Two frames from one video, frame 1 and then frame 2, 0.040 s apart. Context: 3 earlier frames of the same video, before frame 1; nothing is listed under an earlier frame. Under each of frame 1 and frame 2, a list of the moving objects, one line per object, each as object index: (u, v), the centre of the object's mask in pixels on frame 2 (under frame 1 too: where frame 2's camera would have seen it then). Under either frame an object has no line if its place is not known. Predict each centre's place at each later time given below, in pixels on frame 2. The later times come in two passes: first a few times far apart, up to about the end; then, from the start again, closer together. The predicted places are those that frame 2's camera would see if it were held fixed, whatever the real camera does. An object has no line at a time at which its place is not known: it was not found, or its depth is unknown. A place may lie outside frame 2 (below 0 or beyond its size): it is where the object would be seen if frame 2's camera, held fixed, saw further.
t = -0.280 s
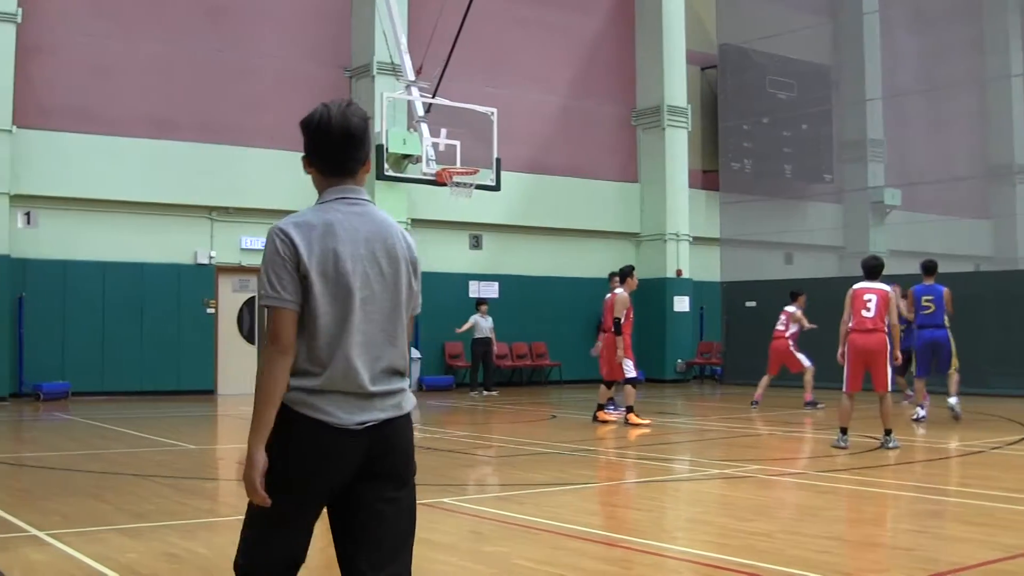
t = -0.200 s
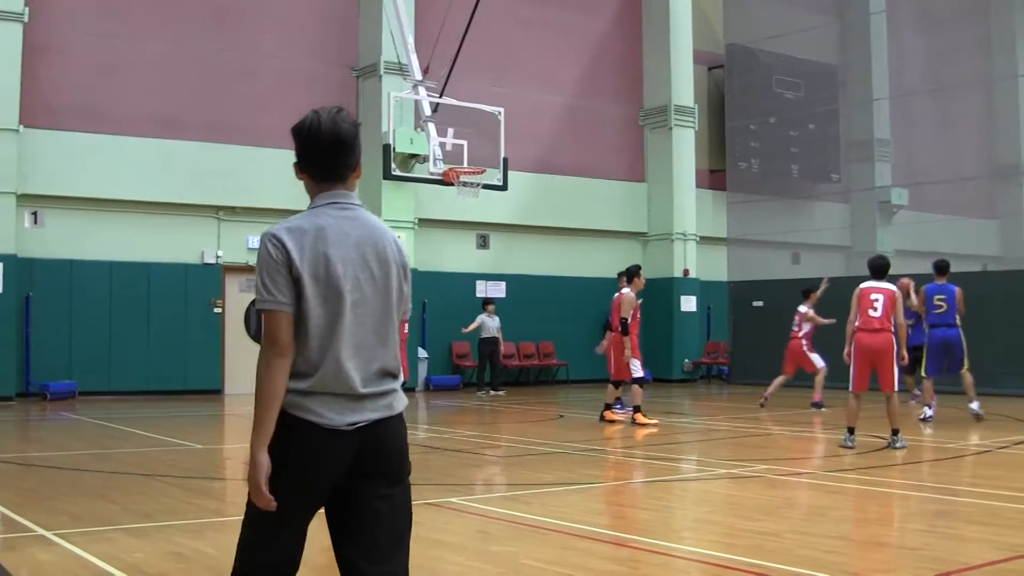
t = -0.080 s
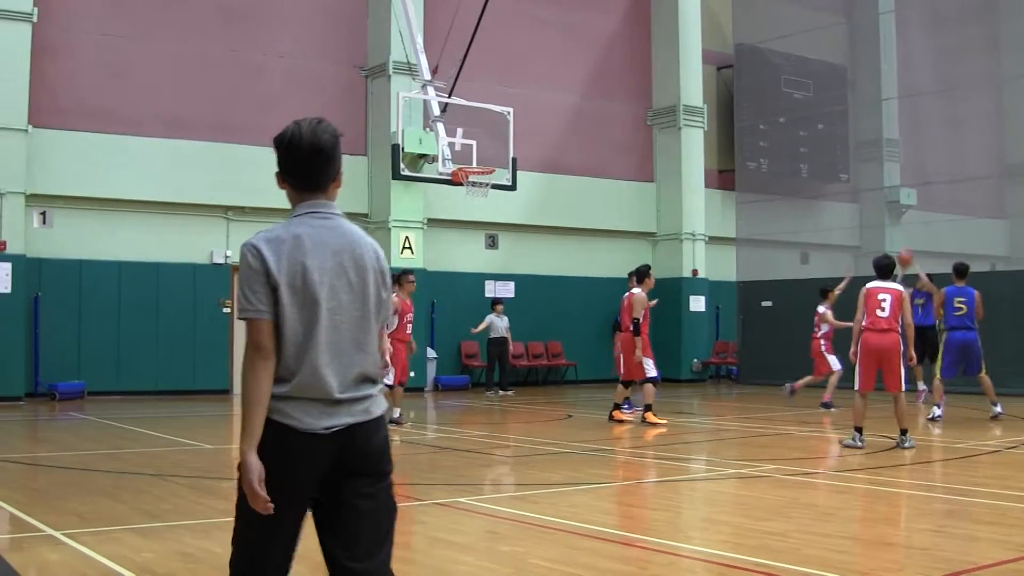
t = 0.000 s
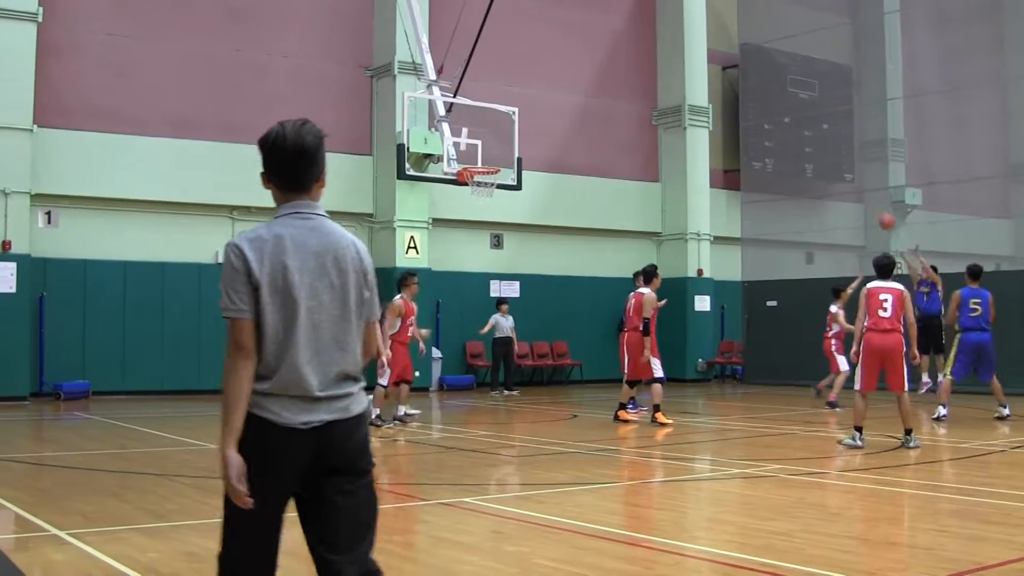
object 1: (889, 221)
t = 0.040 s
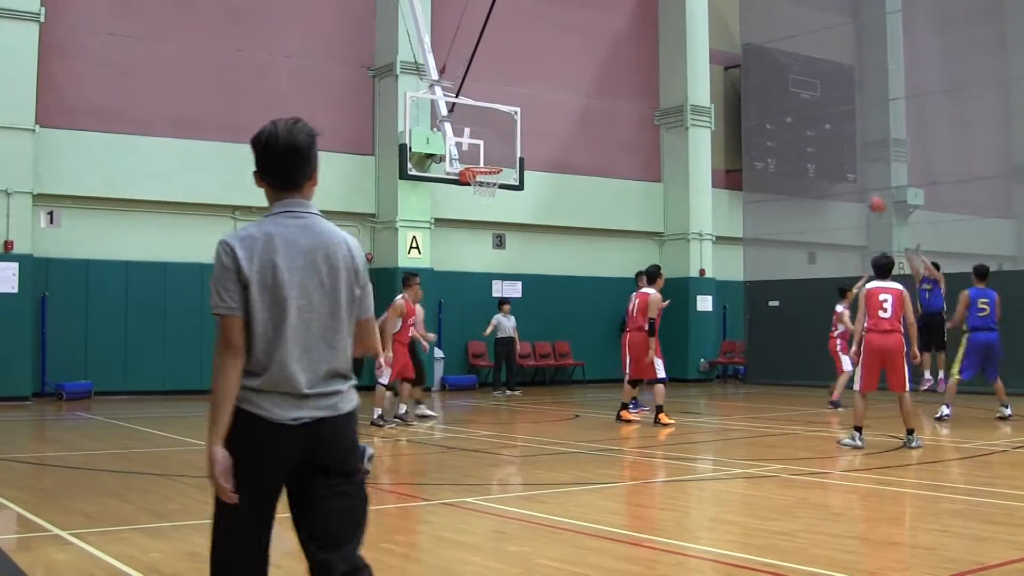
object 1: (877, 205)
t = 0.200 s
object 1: (824, 145)
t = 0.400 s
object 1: (757, 93)
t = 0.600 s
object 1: (688, 69)
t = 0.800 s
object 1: (616, 71)
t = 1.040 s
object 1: (528, 114)
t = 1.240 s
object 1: (488, 152)
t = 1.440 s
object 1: (556, 122)
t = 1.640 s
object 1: (625, 121)
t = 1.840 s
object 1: (692, 153)
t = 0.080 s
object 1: (865, 188)
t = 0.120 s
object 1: (850, 173)
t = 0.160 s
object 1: (838, 158)
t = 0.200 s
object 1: (824, 145)
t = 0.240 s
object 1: (810, 132)
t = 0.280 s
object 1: (797, 121)
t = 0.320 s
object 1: (784, 111)
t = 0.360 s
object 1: (771, 102)
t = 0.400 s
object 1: (757, 93)
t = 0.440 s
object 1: (744, 86)
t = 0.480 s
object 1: (730, 81)
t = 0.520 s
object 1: (716, 76)
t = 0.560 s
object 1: (702, 73)
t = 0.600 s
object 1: (688, 69)
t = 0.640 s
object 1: (675, 68)
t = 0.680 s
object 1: (661, 67)
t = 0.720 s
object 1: (645, 67)
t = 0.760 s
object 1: (631, 69)
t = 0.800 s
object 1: (616, 71)
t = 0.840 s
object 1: (602, 76)
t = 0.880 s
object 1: (587, 81)
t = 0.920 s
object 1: (572, 88)
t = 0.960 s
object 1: (557, 95)
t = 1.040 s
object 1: (528, 114)
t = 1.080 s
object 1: (512, 127)
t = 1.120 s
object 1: (497, 139)
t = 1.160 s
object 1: (481, 153)
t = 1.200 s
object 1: (473, 160)
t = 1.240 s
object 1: (488, 152)
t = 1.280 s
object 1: (501, 143)
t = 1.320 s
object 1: (515, 136)
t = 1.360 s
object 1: (529, 129)
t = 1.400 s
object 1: (543, 125)
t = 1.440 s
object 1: (556, 122)
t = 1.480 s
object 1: (569, 120)
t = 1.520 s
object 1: (584, 117)
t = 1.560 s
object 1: (597, 117)
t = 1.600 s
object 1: (611, 119)
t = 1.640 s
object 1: (625, 121)
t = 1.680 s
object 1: (638, 125)
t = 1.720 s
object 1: (651, 129)
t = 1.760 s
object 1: (665, 137)
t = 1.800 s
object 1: (678, 144)
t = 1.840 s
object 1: (692, 153)
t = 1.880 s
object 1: (705, 163)
